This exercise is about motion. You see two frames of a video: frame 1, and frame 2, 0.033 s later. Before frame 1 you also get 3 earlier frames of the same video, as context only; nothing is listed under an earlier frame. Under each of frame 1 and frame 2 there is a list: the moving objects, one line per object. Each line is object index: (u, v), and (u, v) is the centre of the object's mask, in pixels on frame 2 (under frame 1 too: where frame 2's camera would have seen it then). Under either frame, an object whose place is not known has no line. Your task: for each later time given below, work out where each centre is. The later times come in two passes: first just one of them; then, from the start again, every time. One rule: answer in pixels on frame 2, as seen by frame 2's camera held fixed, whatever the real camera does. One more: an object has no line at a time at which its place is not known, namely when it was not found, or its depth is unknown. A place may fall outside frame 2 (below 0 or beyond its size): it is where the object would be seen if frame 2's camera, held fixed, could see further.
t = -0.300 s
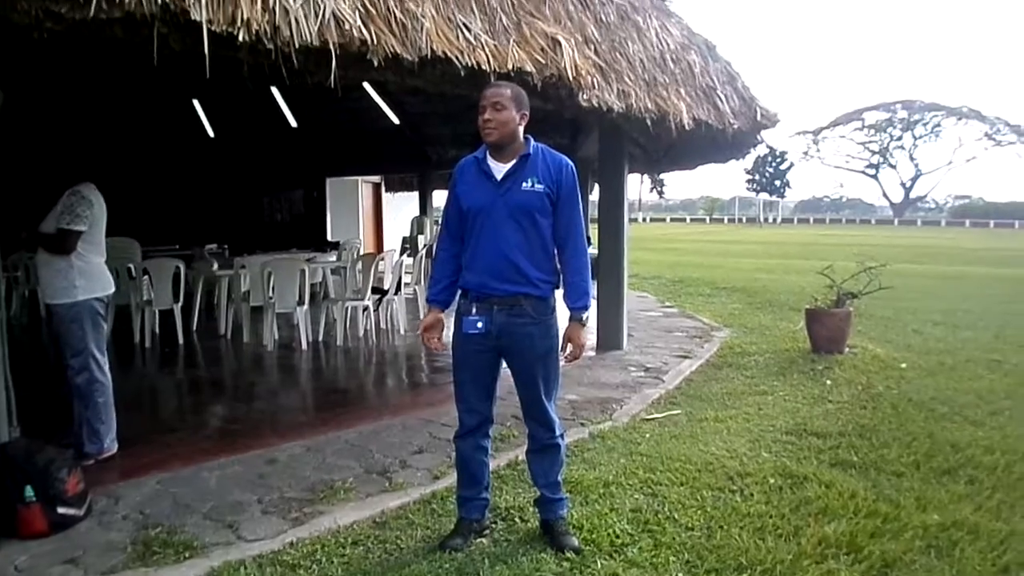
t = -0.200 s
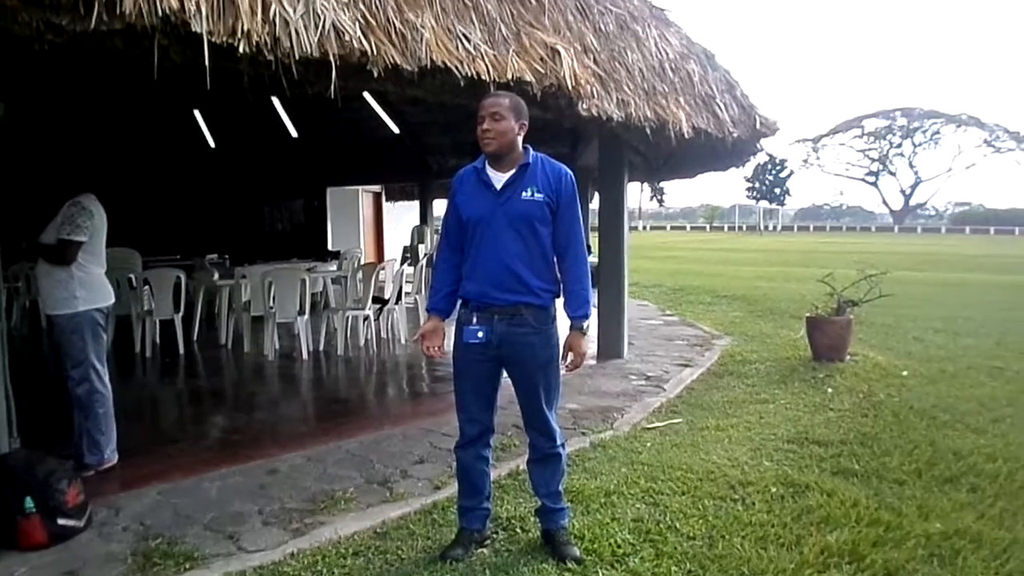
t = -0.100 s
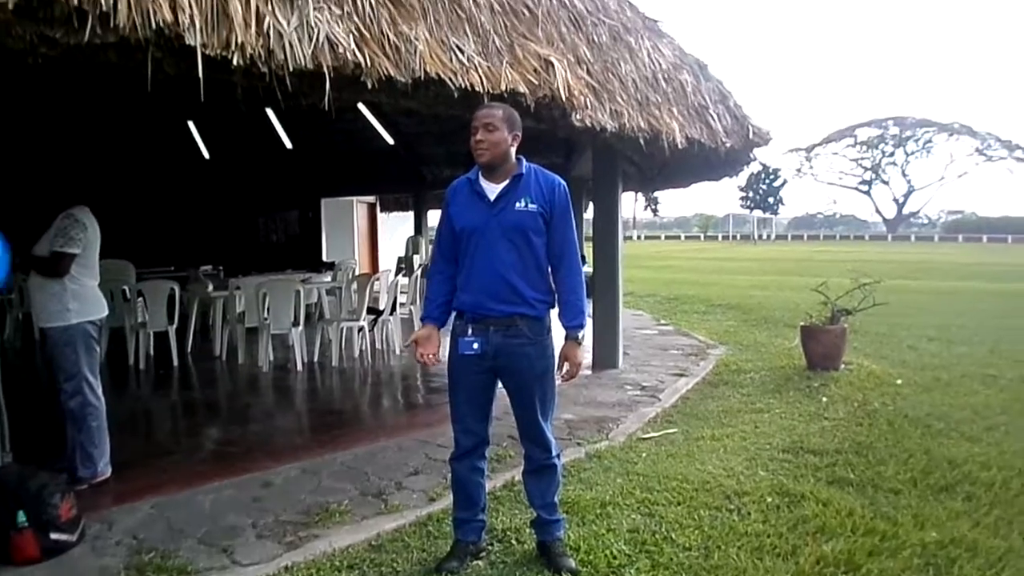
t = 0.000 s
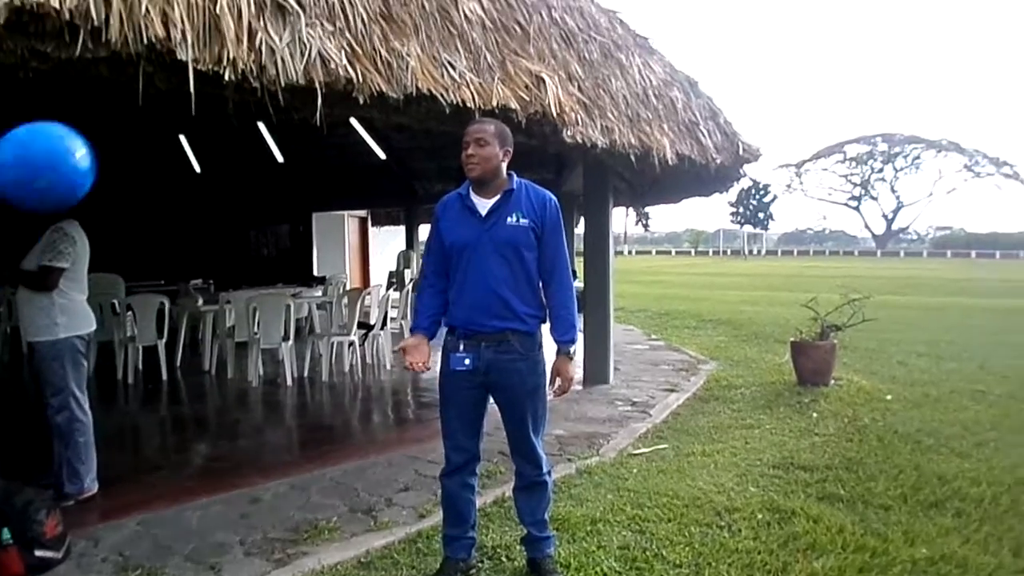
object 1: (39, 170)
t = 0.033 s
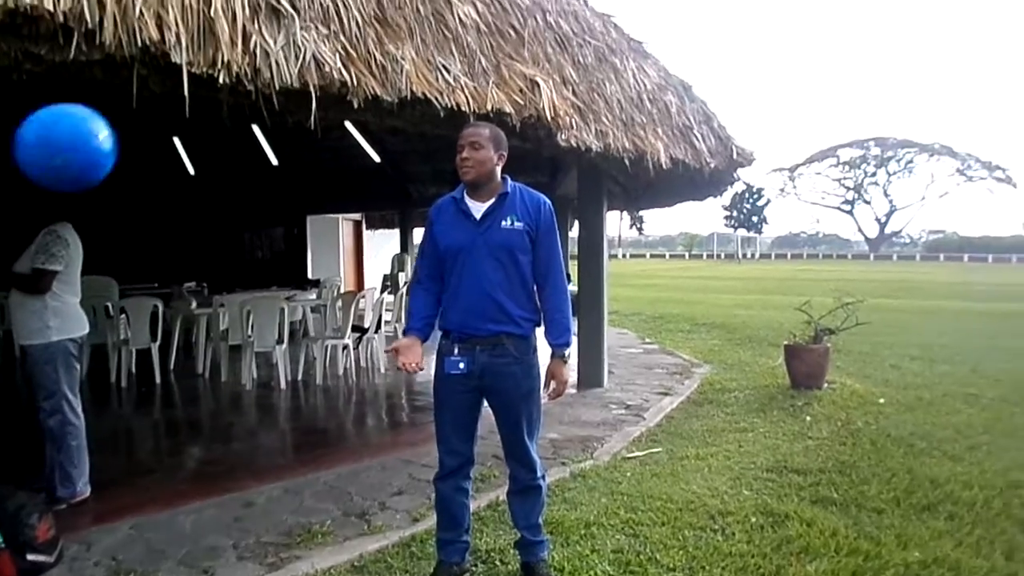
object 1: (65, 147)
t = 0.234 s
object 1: (207, 131)
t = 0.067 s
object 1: (93, 132)
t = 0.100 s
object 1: (119, 122)
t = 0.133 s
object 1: (144, 117)
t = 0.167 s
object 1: (166, 117)
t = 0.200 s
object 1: (187, 122)
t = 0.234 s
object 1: (207, 131)
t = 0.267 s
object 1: (225, 145)
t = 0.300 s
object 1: (242, 162)
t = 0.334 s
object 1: (258, 182)
